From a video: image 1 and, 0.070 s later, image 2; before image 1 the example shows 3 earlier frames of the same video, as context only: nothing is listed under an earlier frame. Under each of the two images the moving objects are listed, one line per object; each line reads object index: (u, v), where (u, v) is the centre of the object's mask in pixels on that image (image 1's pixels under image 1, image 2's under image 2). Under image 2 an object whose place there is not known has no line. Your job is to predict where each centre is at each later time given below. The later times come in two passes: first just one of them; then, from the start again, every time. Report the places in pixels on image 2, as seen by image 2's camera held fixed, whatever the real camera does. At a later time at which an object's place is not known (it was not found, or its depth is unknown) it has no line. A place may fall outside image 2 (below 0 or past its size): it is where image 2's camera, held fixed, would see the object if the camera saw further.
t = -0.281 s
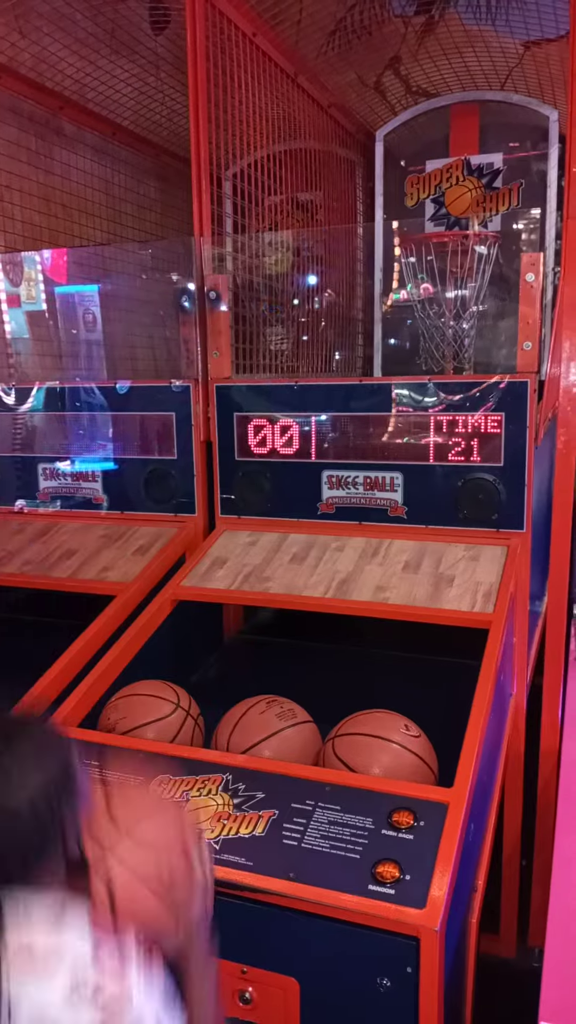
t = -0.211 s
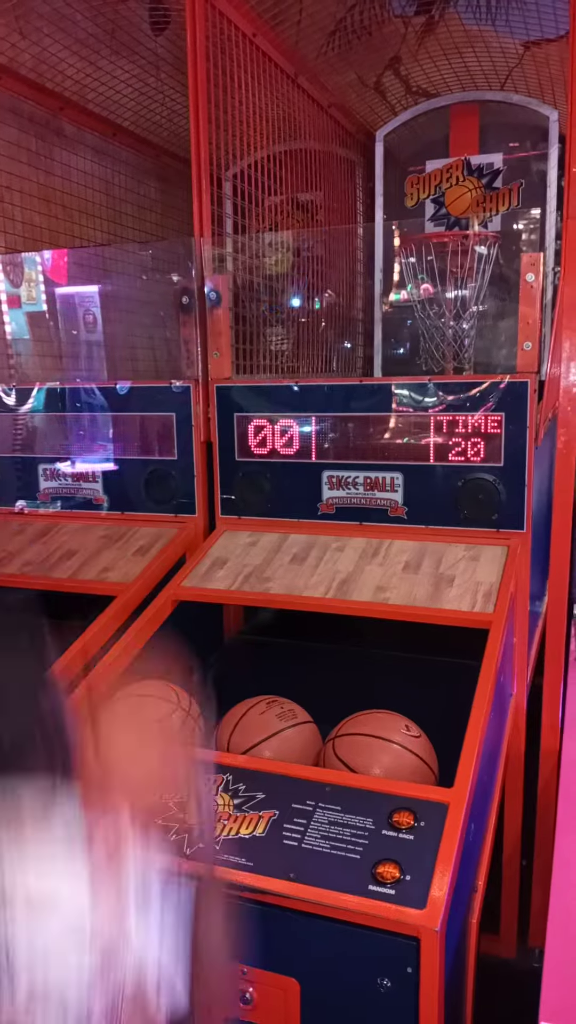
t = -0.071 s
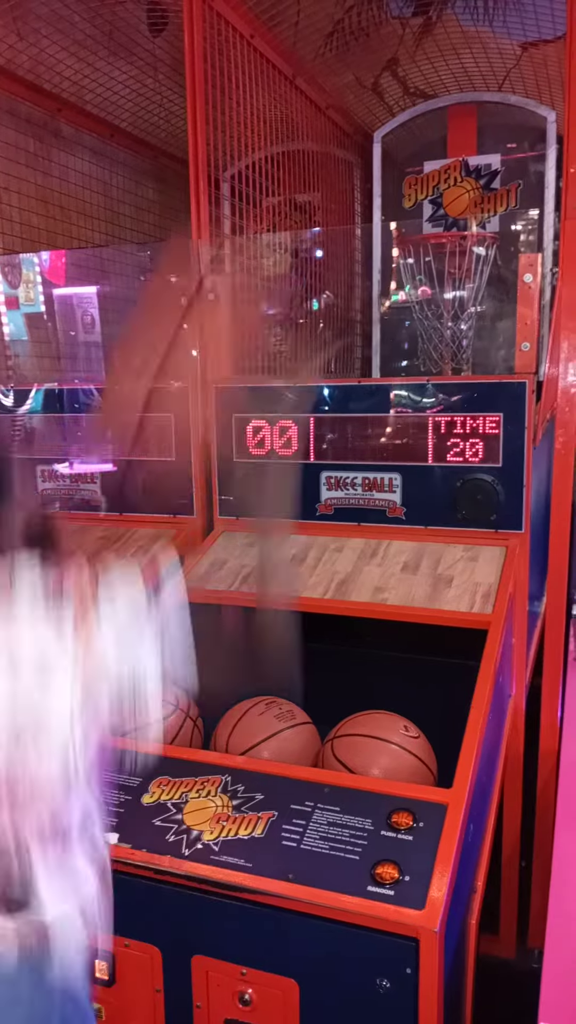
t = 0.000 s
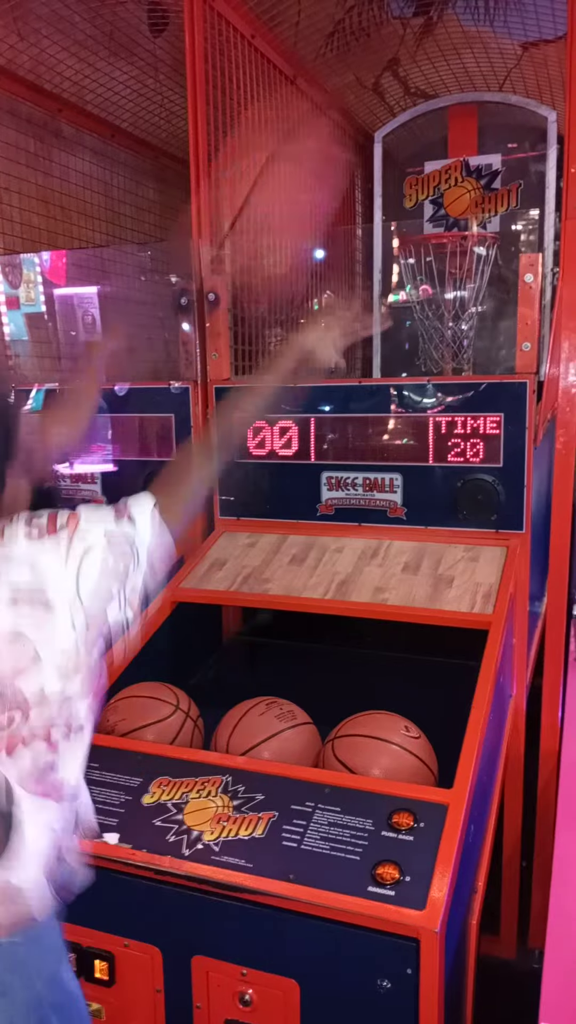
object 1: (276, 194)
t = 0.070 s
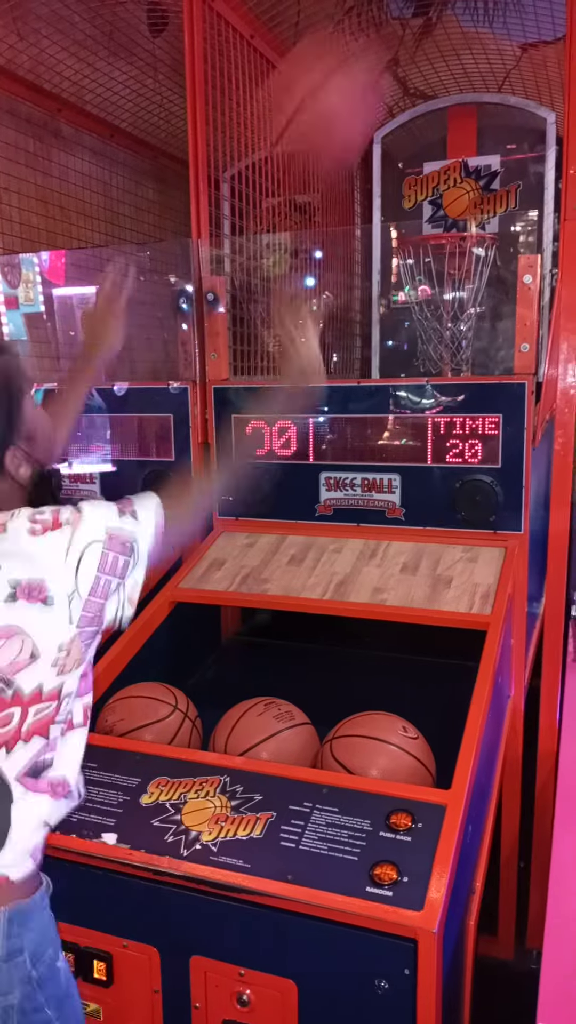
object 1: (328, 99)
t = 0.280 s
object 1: (424, 38)
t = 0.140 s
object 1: (364, 55)
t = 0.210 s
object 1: (399, 40)
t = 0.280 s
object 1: (424, 38)
